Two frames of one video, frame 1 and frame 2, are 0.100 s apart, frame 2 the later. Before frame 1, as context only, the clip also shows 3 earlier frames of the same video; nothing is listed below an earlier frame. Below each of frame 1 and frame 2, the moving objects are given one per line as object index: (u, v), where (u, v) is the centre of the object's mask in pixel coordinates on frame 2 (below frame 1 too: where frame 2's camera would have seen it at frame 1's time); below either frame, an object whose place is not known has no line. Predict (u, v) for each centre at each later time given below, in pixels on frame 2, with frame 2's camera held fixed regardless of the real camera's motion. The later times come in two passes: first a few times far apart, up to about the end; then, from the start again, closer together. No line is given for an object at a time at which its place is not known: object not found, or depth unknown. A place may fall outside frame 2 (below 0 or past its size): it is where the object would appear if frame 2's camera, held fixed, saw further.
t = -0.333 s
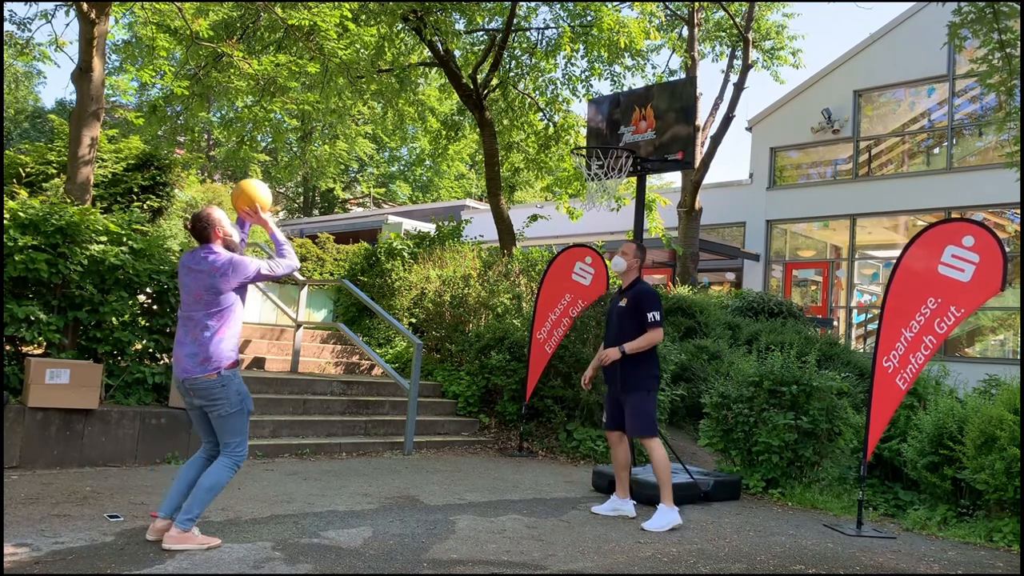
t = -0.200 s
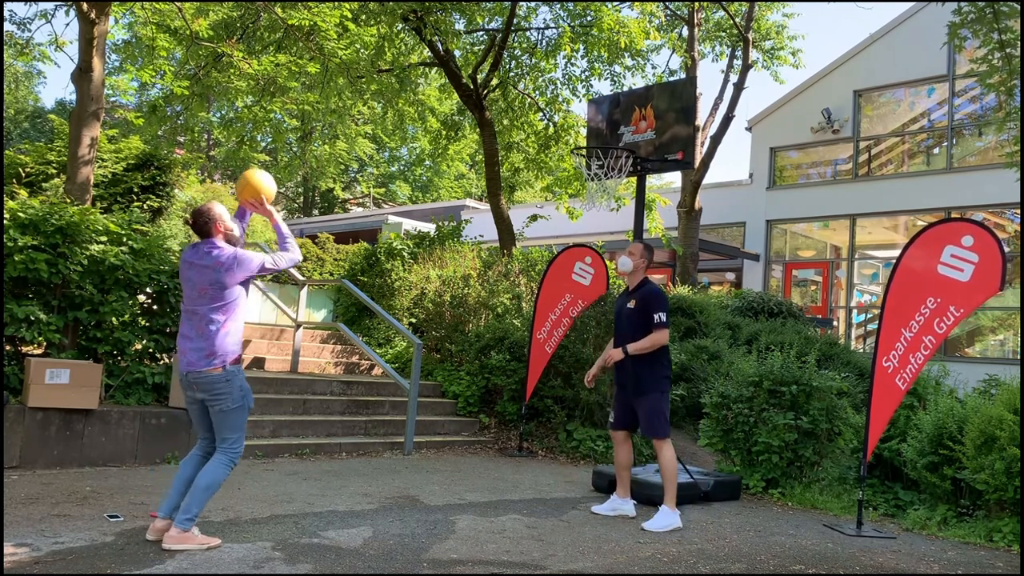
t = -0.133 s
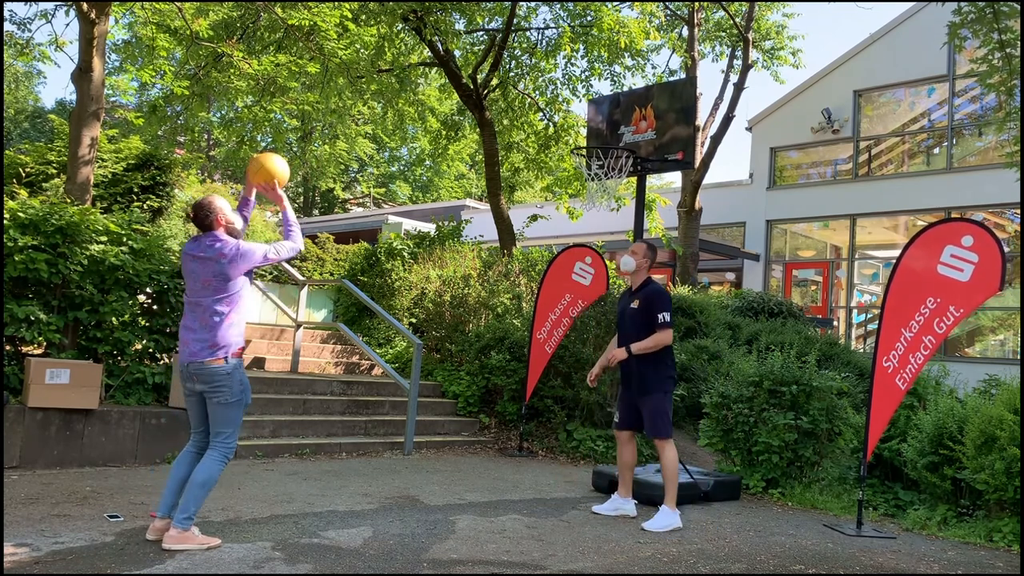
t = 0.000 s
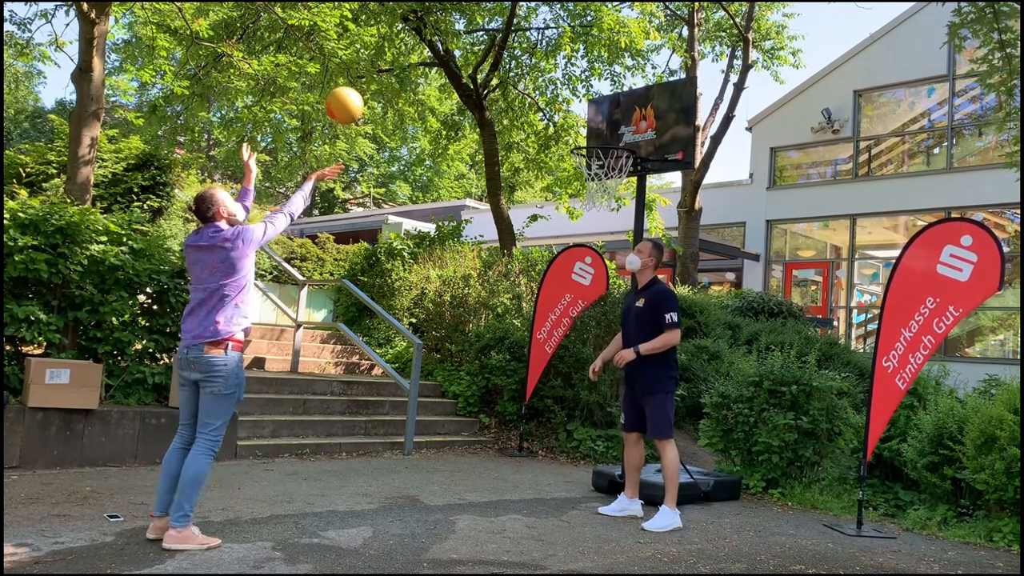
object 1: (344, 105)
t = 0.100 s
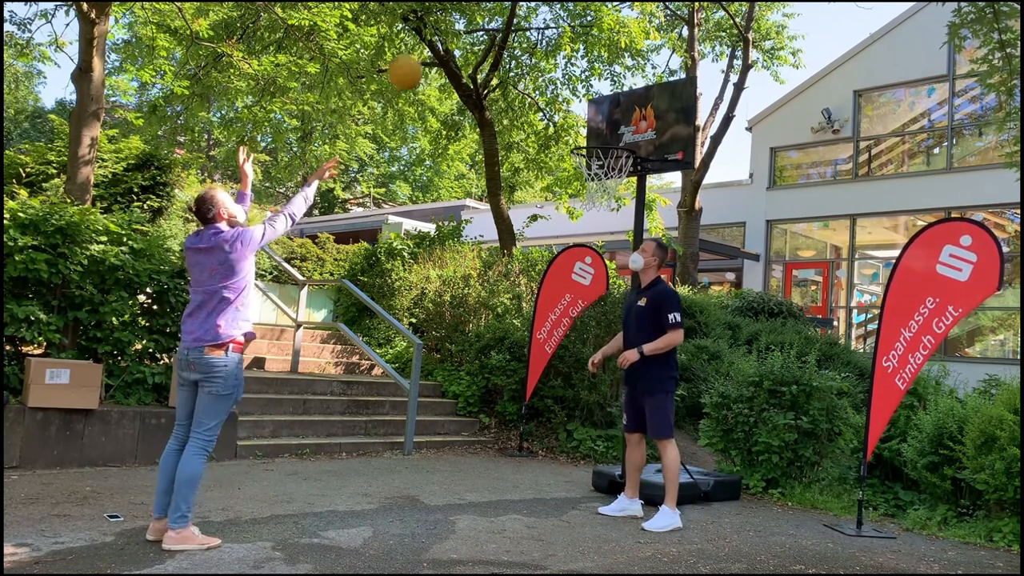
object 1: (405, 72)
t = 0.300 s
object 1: (505, 56)
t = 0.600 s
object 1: (618, 132)
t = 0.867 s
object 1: (565, 90)
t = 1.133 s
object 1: (489, 113)
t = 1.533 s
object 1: (366, 318)
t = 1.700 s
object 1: (308, 464)
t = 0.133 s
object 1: (424, 65)
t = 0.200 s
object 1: (459, 56)
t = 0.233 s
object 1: (475, 54)
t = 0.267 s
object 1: (491, 54)
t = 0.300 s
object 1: (505, 56)
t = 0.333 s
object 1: (521, 58)
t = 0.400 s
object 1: (547, 69)
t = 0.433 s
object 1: (561, 77)
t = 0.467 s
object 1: (574, 86)
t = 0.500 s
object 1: (585, 96)
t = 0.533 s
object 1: (597, 107)
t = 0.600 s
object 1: (618, 132)
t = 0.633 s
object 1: (627, 139)
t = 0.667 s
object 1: (618, 132)
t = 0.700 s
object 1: (610, 122)
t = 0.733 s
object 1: (601, 113)
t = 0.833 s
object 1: (575, 94)
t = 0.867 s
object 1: (565, 90)
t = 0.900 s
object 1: (556, 88)
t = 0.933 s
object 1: (547, 87)
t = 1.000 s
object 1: (527, 90)
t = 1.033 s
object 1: (518, 94)
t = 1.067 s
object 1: (509, 99)
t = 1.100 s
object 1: (499, 105)
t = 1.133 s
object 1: (489, 113)
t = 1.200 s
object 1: (470, 132)
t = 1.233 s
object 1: (460, 144)
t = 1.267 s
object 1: (449, 158)
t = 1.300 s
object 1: (439, 173)
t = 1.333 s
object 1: (430, 189)
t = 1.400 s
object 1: (409, 226)
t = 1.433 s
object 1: (397, 245)
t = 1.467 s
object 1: (387, 268)
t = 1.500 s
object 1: (378, 291)
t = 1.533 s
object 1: (366, 318)
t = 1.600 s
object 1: (344, 371)
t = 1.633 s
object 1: (332, 400)
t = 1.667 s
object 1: (320, 432)
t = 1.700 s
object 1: (308, 464)
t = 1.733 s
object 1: (302, 457)
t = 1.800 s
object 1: (295, 406)
